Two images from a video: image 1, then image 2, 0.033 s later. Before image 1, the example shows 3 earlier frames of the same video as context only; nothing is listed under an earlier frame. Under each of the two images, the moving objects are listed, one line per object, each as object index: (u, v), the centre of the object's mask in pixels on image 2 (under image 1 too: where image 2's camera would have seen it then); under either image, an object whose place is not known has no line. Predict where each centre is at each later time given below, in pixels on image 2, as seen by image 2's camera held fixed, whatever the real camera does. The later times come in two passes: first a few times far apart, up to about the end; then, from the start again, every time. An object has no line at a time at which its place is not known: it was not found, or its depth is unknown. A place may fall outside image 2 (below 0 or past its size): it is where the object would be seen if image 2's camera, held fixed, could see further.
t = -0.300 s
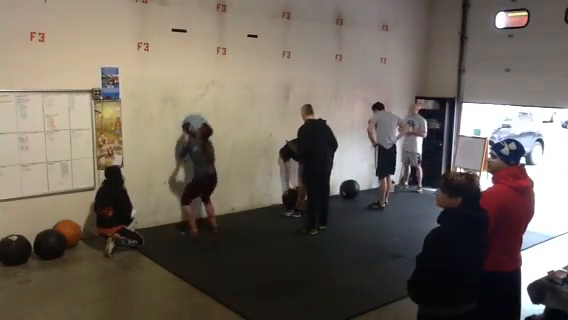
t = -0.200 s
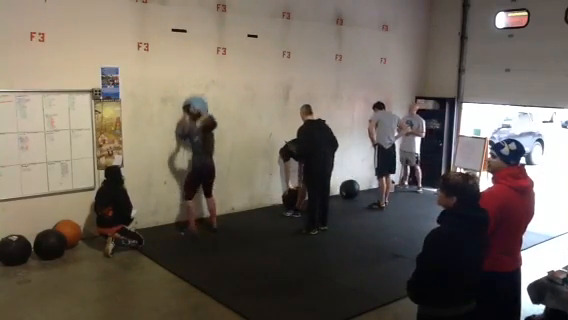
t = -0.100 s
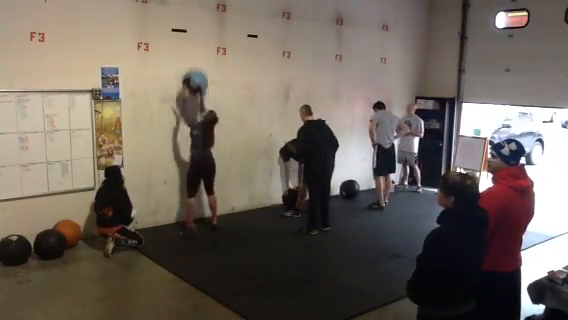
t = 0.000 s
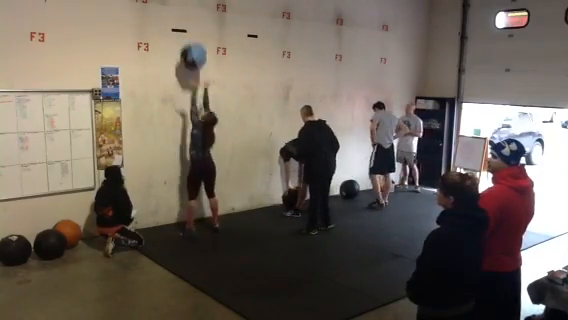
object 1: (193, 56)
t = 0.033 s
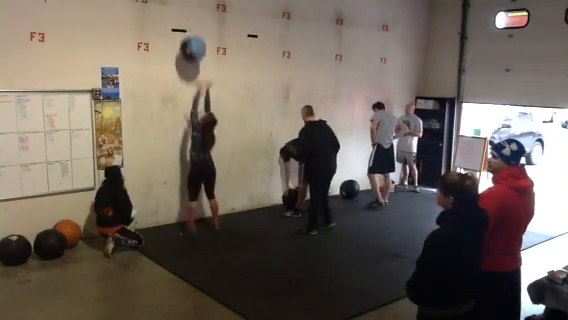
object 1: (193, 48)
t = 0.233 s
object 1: (190, 23)
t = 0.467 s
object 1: (192, 32)
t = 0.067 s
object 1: (193, 42)
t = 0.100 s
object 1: (192, 36)
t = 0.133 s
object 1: (192, 32)
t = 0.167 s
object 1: (191, 28)
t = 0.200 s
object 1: (191, 25)
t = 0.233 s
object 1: (190, 23)
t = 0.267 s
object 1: (190, 22)
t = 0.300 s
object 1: (189, 22)
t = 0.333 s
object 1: (189, 22)
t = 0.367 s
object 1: (189, 24)
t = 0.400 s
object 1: (190, 25)
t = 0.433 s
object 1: (191, 27)
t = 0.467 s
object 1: (192, 32)
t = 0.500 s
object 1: (192, 37)
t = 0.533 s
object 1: (194, 42)
